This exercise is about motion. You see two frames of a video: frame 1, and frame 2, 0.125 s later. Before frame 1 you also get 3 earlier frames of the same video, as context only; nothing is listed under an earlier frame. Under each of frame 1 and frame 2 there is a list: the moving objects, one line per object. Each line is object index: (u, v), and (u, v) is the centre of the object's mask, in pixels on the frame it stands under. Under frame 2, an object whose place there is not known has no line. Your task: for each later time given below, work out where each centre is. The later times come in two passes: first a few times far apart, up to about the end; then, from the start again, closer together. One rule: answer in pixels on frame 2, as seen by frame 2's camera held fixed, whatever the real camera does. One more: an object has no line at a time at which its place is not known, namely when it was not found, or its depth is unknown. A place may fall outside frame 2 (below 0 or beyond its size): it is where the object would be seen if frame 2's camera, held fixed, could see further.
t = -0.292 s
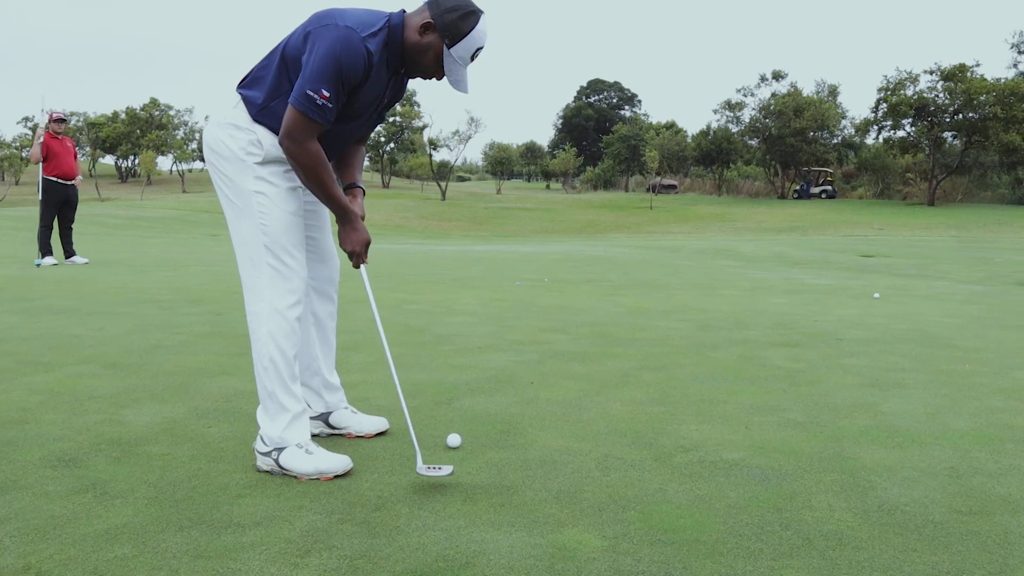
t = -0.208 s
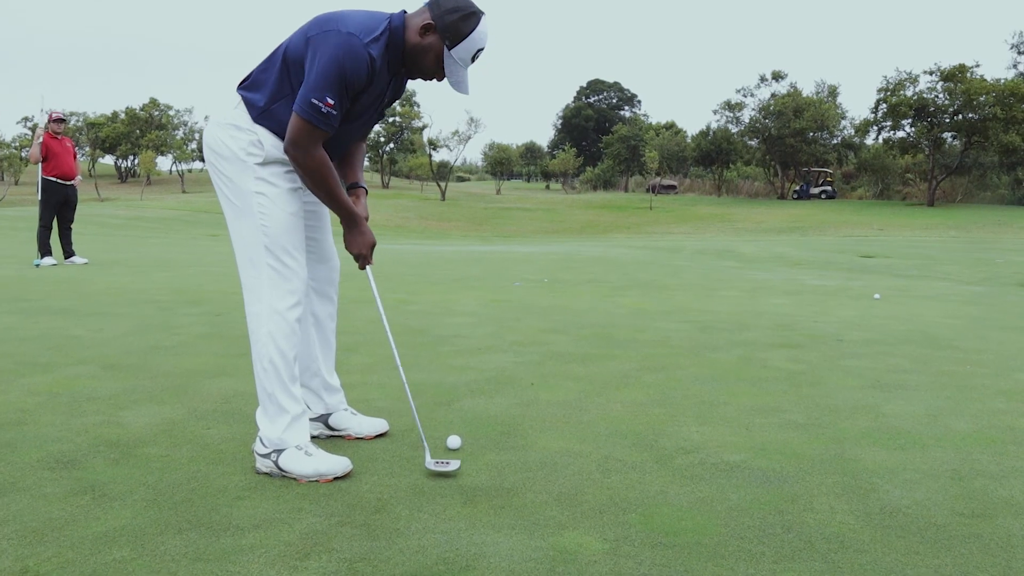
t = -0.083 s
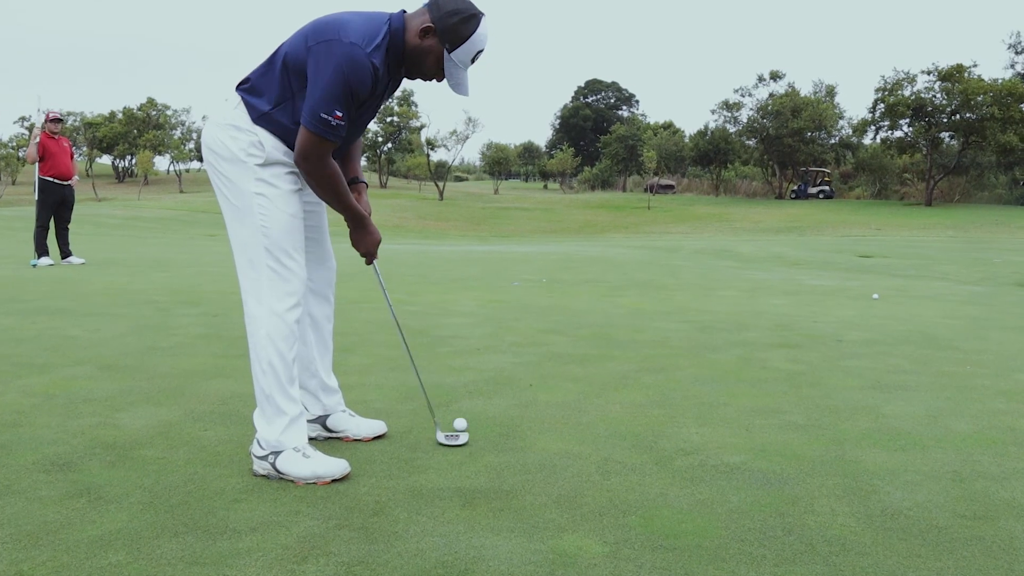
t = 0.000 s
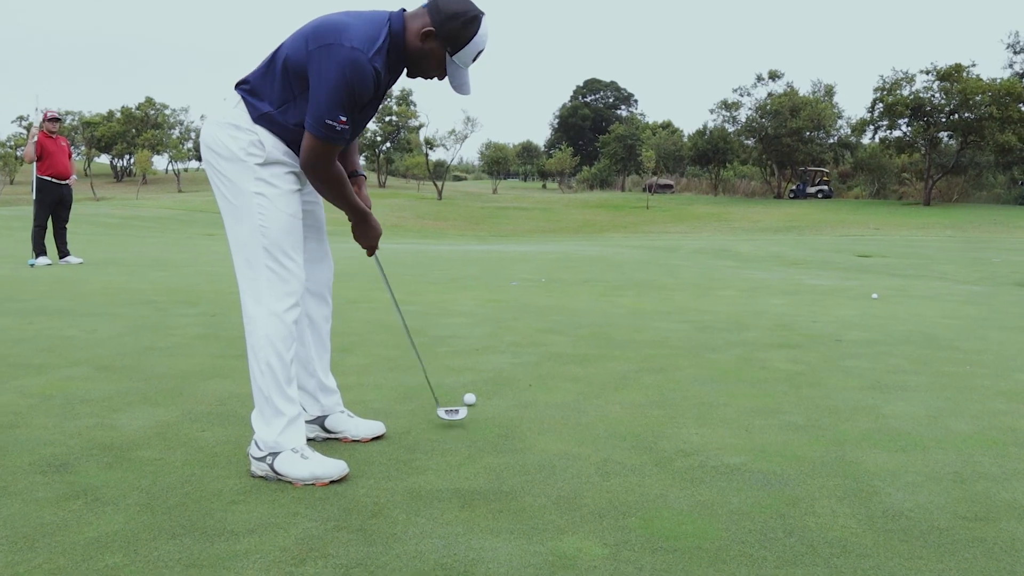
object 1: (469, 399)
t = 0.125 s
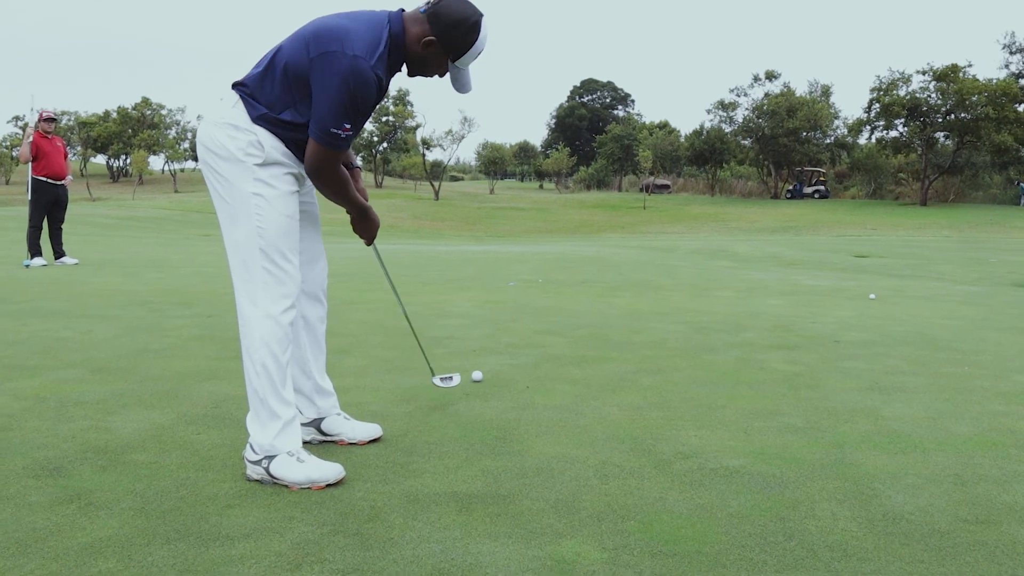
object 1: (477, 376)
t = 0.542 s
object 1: (495, 334)
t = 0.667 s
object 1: (498, 326)
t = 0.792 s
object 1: (501, 320)
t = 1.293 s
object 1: (509, 302)
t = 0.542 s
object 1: (495, 334)
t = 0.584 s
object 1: (496, 331)
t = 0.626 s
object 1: (497, 329)
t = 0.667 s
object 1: (498, 326)
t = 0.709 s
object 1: (499, 324)
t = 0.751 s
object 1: (500, 322)
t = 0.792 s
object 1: (501, 320)
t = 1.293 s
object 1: (509, 302)
